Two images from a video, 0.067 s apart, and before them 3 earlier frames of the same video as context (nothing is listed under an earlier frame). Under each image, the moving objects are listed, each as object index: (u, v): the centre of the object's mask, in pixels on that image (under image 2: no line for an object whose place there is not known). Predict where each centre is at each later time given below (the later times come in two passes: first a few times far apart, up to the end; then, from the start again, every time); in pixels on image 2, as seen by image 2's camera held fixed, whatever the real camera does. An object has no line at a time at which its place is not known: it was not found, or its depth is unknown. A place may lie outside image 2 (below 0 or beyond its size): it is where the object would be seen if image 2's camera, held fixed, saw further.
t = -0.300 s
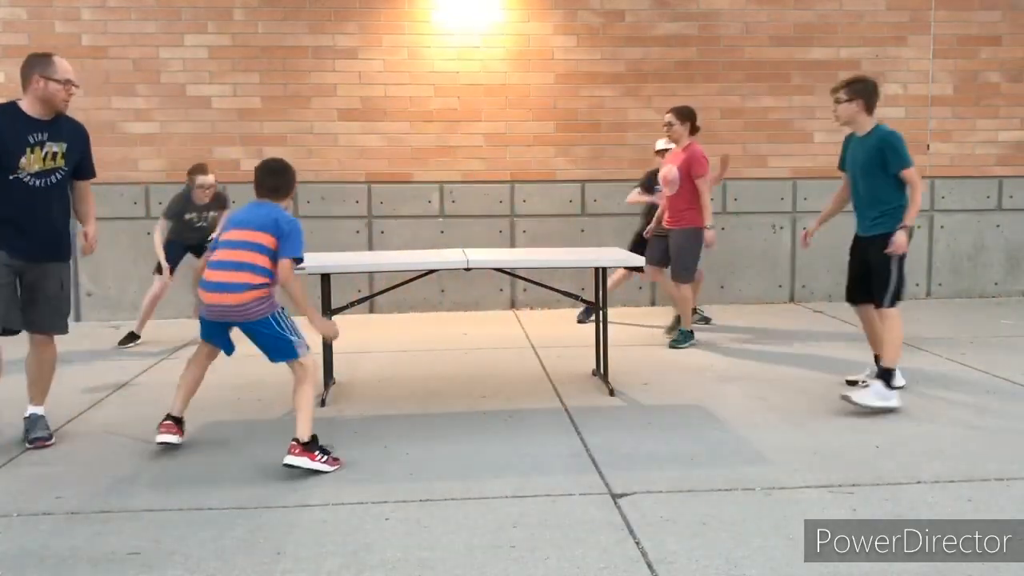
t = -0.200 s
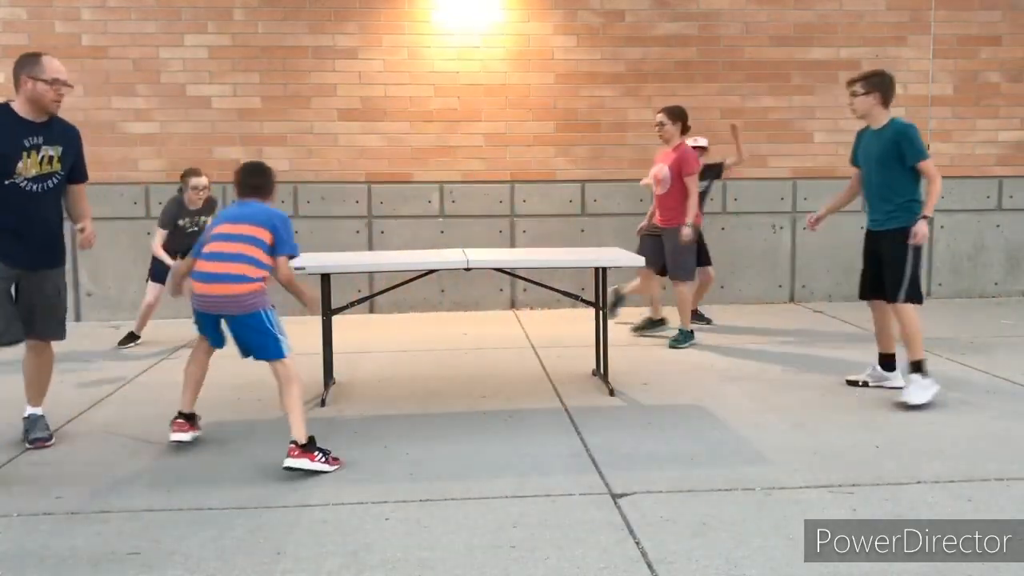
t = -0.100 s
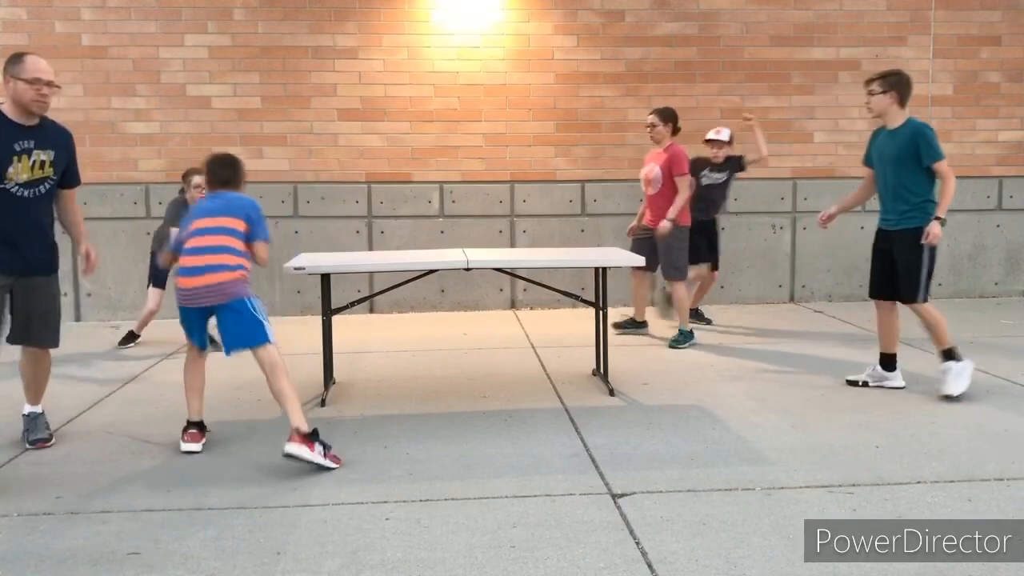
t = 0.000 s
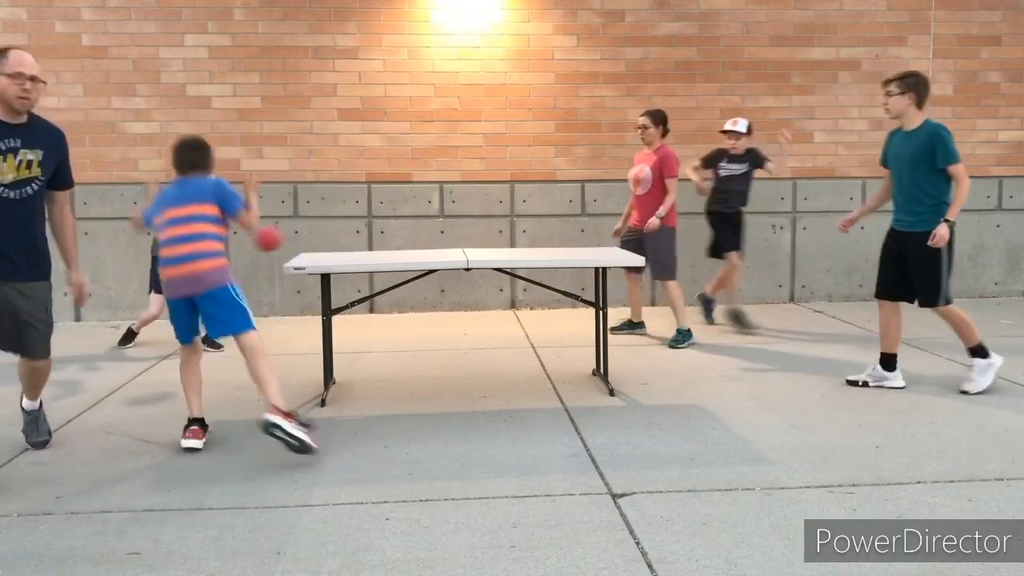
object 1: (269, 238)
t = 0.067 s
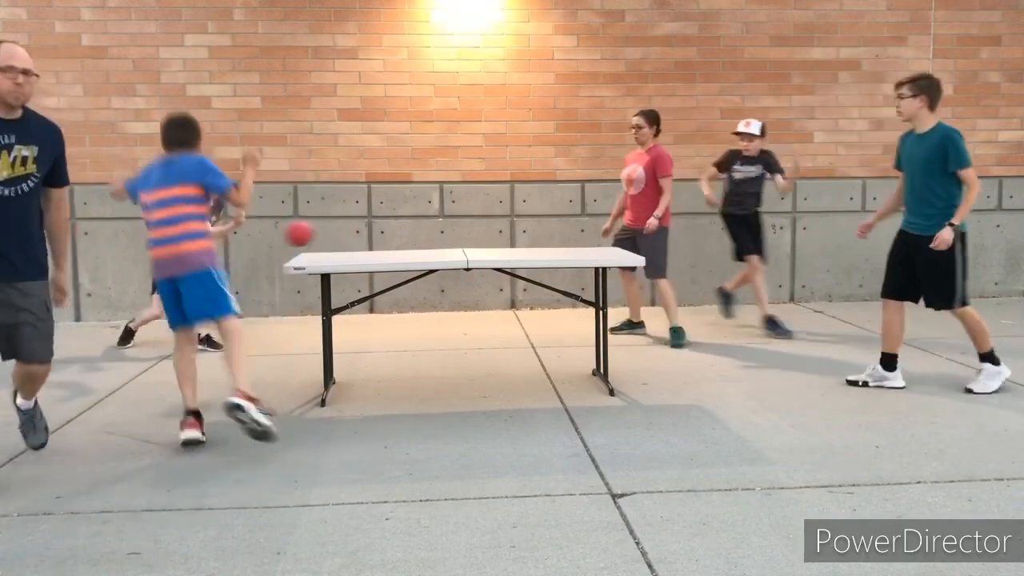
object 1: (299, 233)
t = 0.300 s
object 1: (397, 212)
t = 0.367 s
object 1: (419, 202)
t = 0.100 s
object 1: (316, 233)
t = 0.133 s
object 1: (332, 236)
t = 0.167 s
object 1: (350, 240)
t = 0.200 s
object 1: (364, 241)
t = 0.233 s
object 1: (375, 231)
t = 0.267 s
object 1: (386, 221)
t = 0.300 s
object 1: (397, 212)
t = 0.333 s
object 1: (408, 207)
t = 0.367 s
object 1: (419, 202)
